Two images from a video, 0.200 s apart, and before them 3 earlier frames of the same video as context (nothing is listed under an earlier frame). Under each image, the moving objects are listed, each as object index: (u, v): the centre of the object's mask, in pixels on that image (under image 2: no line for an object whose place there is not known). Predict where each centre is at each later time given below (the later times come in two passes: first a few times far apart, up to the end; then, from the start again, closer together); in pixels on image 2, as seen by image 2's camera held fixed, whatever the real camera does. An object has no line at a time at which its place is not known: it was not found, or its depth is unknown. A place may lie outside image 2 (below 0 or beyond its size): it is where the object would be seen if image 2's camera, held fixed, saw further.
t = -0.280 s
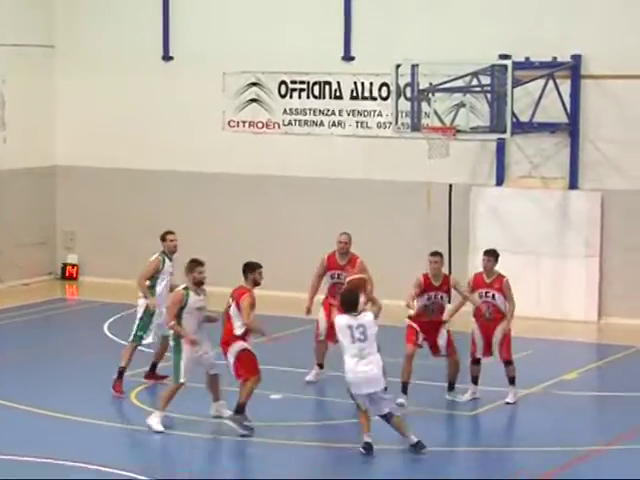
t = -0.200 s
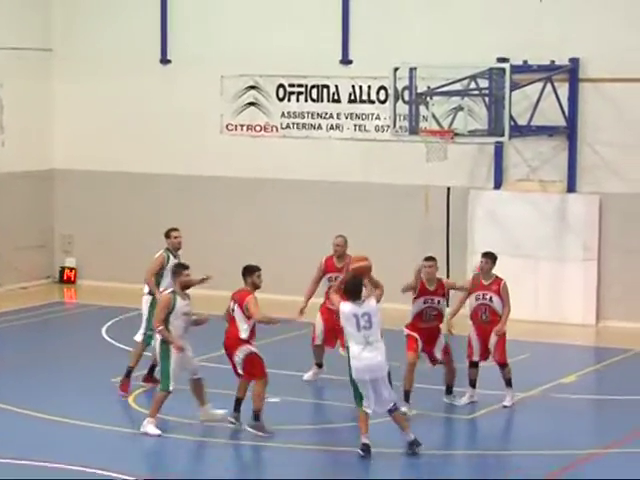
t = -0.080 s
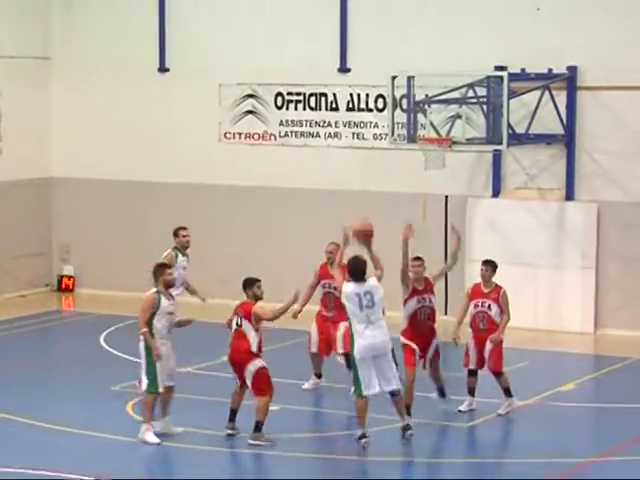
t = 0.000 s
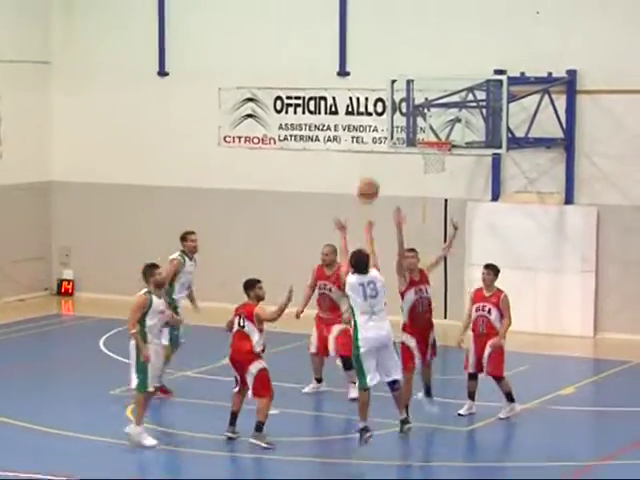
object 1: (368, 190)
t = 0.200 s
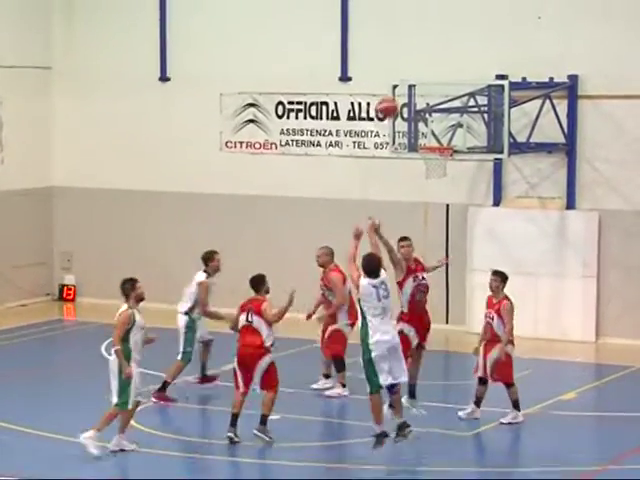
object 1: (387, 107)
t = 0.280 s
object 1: (393, 84)
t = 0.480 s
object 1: (409, 55)
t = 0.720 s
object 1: (424, 61)
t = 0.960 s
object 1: (436, 108)
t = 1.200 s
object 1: (453, 105)
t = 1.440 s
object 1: (473, 70)
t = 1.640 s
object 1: (489, 71)
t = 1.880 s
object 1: (507, 111)
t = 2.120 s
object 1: (525, 192)
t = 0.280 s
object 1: (393, 84)
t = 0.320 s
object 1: (396, 75)
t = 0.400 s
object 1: (402, 62)
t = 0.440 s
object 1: (406, 58)
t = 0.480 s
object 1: (409, 55)
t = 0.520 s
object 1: (411, 52)
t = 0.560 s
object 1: (414, 52)
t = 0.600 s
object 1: (416, 52)
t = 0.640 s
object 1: (418, 54)
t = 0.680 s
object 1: (421, 56)
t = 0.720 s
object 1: (424, 61)
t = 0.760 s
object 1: (426, 66)
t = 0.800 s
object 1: (428, 73)
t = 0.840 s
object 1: (431, 80)
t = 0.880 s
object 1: (433, 88)
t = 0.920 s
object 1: (435, 97)
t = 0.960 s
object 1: (436, 108)
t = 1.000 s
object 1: (439, 120)
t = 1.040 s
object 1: (440, 133)
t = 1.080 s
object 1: (442, 140)
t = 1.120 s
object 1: (446, 128)
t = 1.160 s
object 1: (450, 117)
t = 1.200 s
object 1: (453, 105)
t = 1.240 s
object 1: (455, 98)
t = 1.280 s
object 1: (459, 89)
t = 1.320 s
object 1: (463, 83)
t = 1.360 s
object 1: (466, 78)
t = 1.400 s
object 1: (469, 73)
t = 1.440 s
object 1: (473, 70)
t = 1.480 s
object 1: (476, 68)
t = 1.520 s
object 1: (479, 67)
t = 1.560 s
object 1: (483, 67)
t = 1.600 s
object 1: (486, 69)
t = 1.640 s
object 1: (489, 71)
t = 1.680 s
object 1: (492, 75)
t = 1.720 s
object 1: (494, 79)
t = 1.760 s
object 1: (498, 83)
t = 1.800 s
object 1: (500, 93)
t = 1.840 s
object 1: (503, 102)
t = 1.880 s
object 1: (507, 111)
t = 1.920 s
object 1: (510, 122)
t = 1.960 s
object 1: (514, 133)
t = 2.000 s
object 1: (517, 147)
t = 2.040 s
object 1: (519, 160)
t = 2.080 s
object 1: (522, 176)
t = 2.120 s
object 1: (525, 192)
